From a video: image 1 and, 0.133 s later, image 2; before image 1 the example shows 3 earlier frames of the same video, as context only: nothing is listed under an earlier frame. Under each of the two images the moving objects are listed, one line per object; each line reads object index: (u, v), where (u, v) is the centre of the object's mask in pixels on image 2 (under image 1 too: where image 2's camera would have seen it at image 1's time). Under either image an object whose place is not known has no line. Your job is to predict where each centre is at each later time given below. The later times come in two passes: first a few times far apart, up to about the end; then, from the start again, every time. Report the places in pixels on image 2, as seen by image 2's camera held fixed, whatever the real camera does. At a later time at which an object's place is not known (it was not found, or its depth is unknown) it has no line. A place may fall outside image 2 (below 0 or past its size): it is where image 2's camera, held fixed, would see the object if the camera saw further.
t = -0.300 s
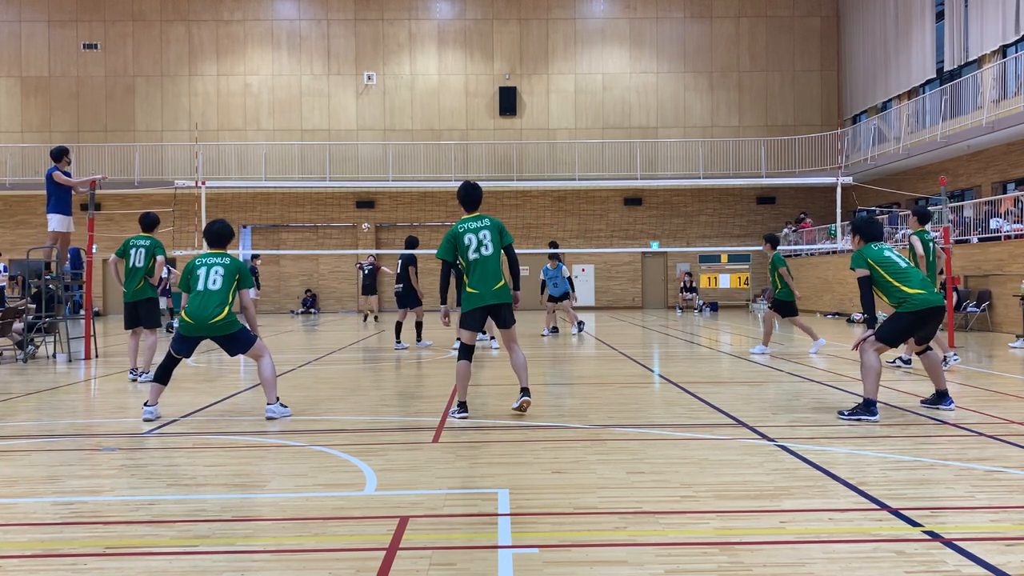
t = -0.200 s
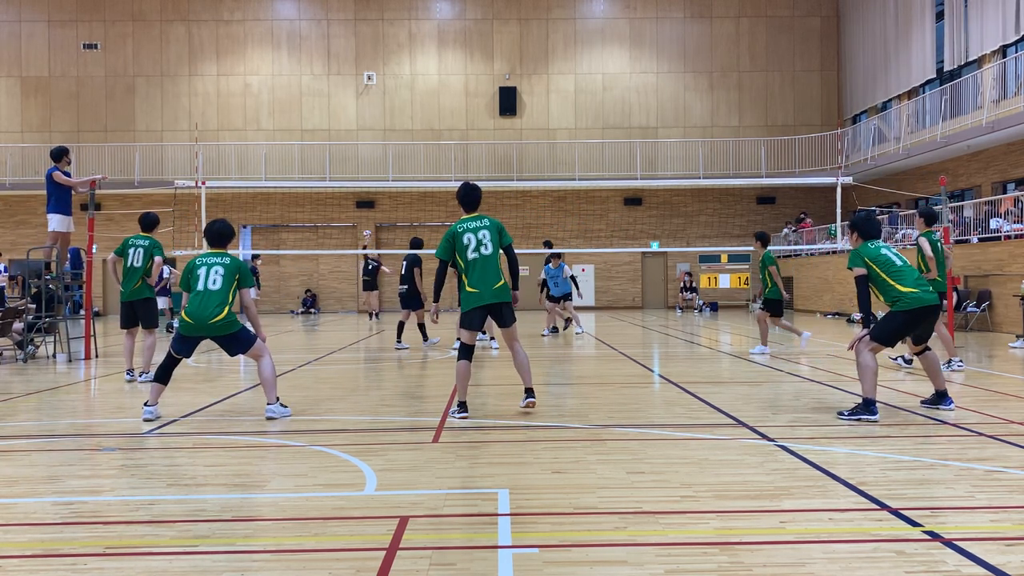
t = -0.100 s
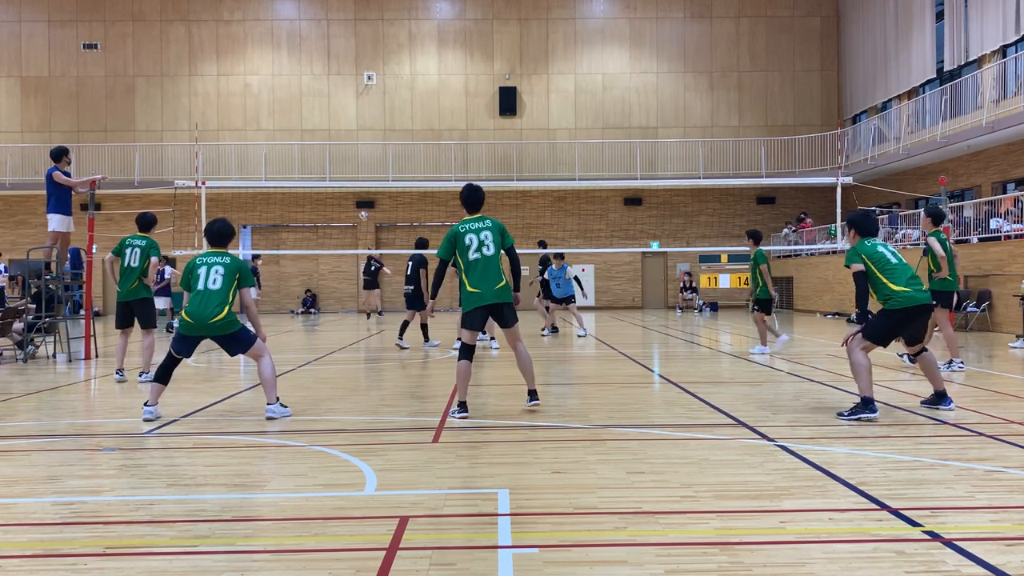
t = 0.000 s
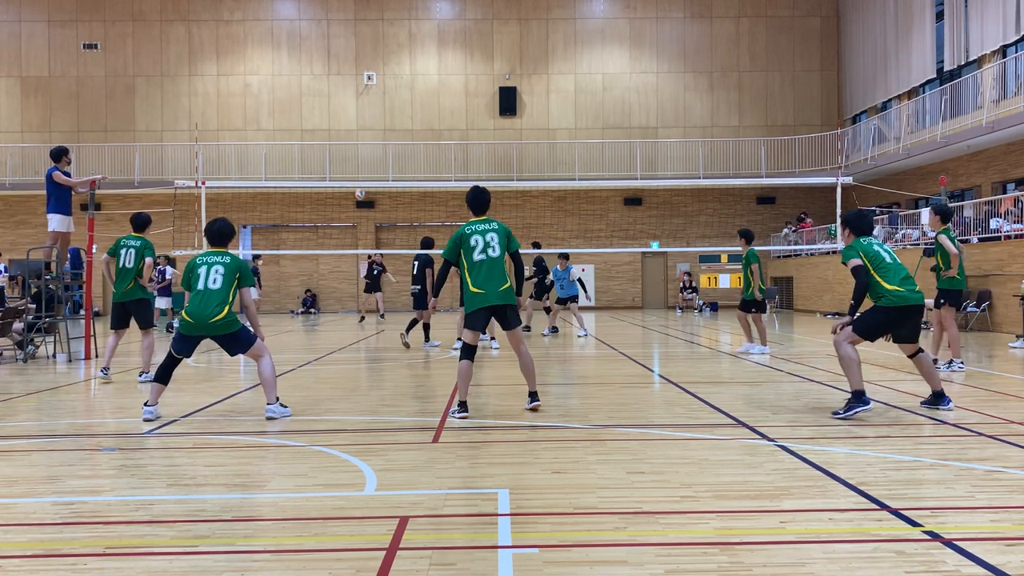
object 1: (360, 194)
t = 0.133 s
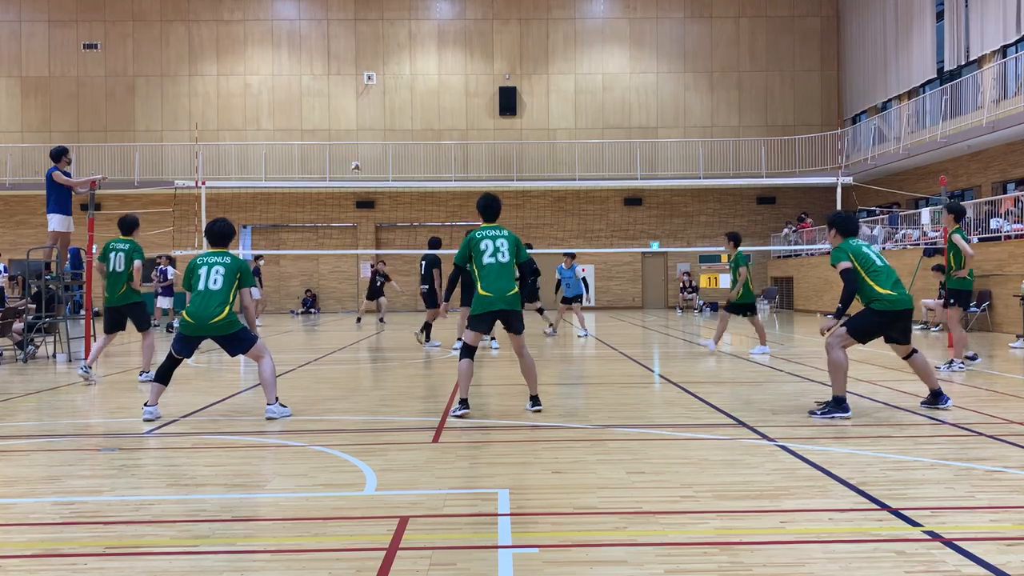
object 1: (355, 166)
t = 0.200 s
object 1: (352, 153)
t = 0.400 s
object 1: (339, 121)
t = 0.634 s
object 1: (308, 100)
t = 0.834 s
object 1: (261, 114)
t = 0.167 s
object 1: (354, 159)
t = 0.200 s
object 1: (352, 153)
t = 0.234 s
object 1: (351, 148)
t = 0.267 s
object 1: (349, 142)
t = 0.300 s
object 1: (346, 135)
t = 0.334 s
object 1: (344, 130)
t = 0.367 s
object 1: (341, 125)
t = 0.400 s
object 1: (339, 121)
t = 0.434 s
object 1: (336, 116)
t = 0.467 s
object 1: (332, 113)
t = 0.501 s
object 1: (328, 109)
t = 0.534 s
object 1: (324, 106)
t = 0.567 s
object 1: (319, 104)
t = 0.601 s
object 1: (314, 102)
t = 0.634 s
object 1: (308, 100)
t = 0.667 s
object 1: (303, 99)
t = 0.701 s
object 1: (296, 99)
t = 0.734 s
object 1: (288, 101)
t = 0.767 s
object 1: (280, 104)
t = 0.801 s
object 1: (271, 108)
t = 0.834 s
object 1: (261, 114)
